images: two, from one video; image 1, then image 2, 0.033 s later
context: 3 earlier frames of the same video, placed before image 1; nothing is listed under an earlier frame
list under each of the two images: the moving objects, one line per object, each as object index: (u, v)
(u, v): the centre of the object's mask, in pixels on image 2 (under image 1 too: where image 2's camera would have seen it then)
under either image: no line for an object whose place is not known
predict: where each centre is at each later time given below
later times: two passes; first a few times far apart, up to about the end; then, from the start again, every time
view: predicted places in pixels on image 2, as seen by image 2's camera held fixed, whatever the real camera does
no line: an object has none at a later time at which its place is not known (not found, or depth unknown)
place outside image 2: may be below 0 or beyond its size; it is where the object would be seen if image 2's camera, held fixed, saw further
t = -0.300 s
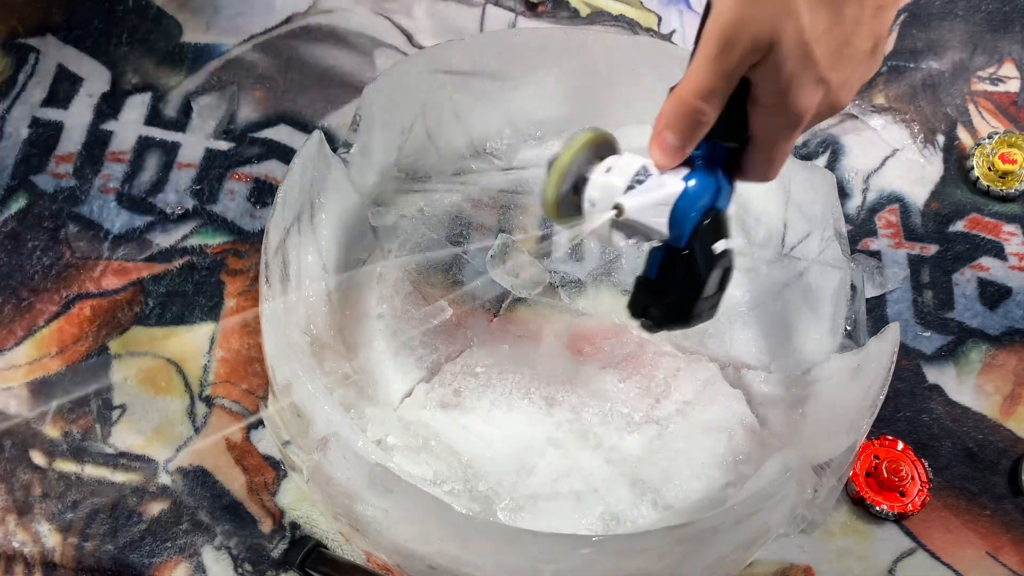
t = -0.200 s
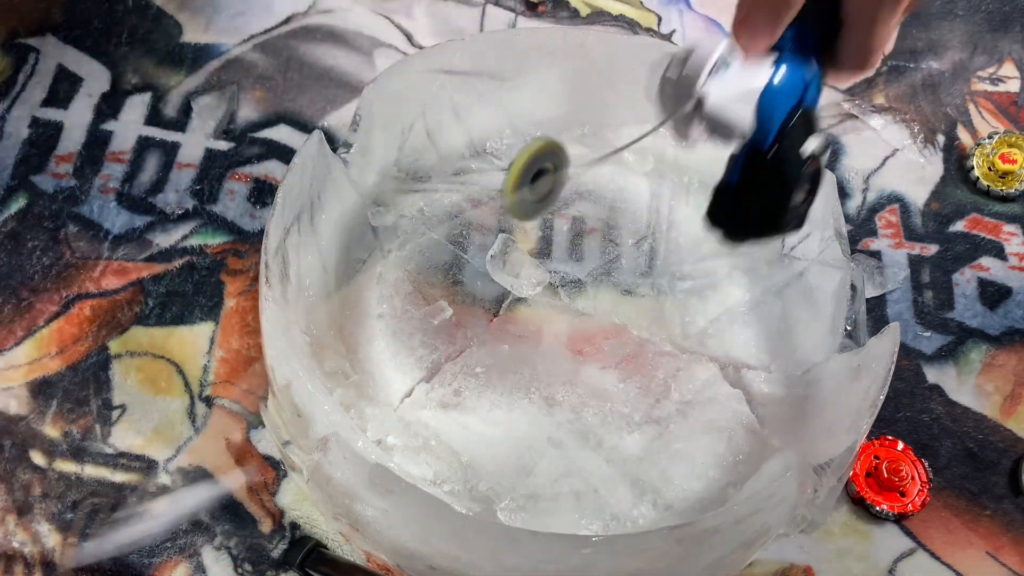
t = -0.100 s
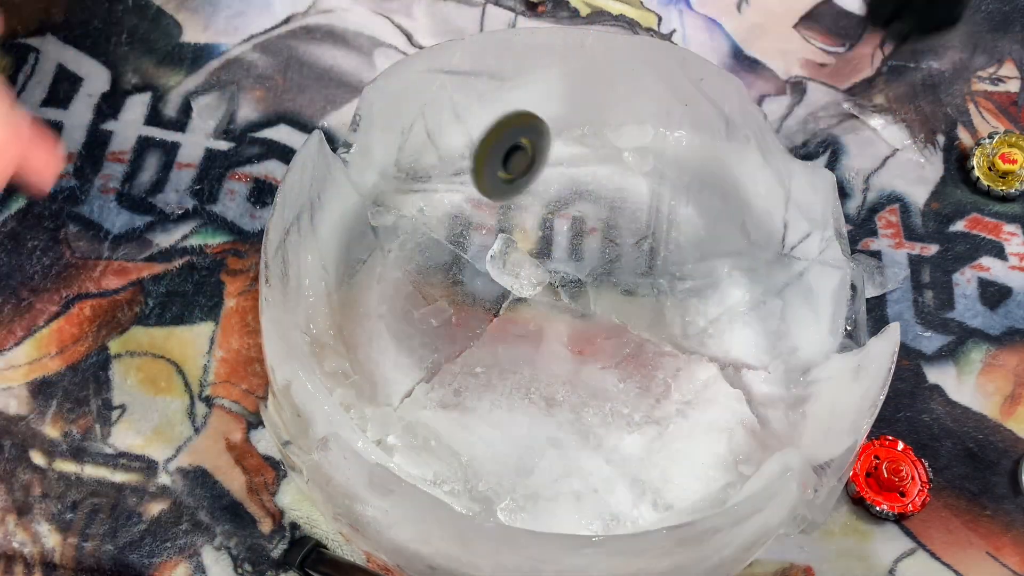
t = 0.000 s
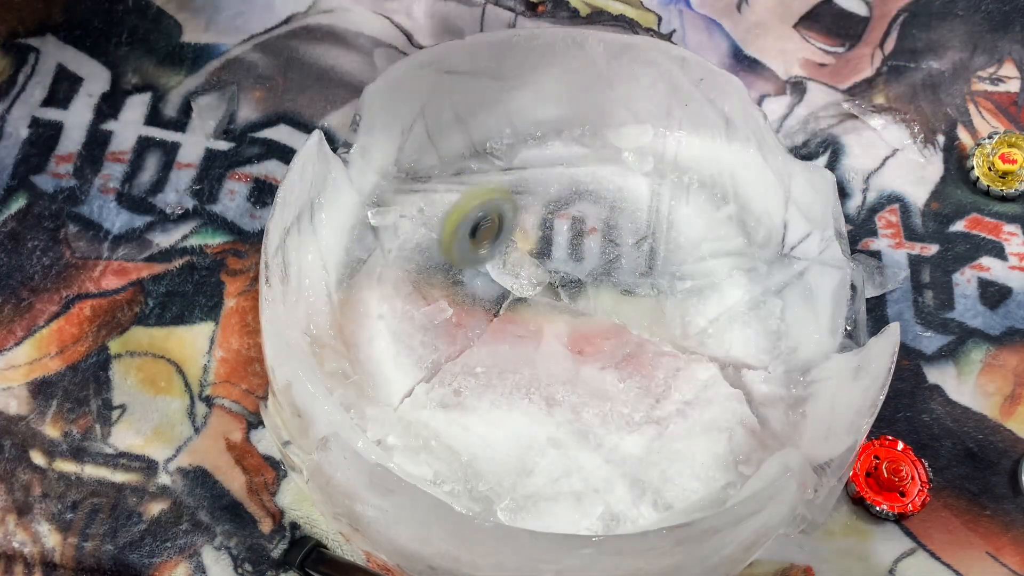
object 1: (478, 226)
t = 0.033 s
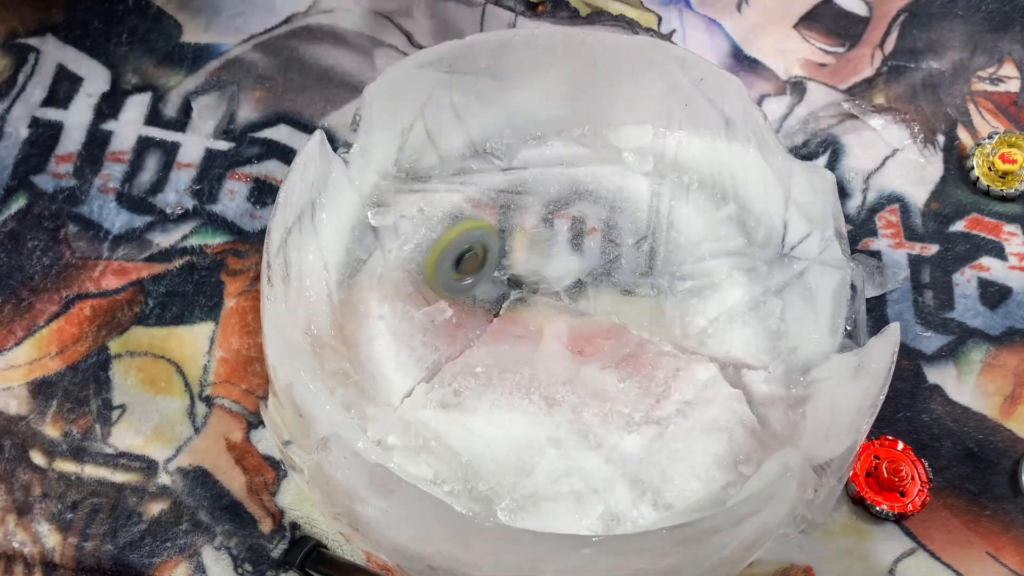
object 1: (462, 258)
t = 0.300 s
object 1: (403, 332)
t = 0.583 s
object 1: (506, 260)
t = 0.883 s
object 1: (531, 254)
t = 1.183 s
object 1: (533, 252)
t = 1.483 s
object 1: (533, 252)
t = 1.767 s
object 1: (542, 245)
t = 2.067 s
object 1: (535, 250)
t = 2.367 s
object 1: (537, 249)
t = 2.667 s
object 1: (527, 244)
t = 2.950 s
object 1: (516, 243)
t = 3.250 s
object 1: (518, 248)
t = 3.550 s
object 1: (538, 272)
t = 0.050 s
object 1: (454, 263)
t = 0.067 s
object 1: (446, 268)
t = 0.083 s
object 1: (436, 275)
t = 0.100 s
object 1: (428, 281)
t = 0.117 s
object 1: (421, 286)
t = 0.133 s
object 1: (414, 291)
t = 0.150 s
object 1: (407, 299)
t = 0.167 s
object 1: (403, 303)
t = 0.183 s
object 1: (402, 303)
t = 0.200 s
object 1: (400, 306)
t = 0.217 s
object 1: (400, 312)
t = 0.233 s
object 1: (400, 320)
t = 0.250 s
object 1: (400, 329)
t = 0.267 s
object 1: (400, 330)
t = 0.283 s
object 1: (401, 332)
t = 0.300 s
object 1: (403, 332)
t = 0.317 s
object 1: (405, 333)
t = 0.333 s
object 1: (408, 333)
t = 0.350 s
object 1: (411, 331)
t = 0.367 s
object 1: (415, 329)
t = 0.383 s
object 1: (421, 323)
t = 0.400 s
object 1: (426, 320)
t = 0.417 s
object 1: (431, 318)
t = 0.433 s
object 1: (438, 311)
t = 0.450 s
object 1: (445, 302)
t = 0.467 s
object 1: (452, 298)
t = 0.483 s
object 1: (460, 295)
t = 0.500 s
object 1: (467, 292)
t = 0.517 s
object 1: (475, 284)
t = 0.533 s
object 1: (482, 279)
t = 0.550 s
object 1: (489, 273)
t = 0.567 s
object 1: (498, 266)
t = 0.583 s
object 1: (506, 260)
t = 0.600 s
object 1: (514, 257)
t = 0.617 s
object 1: (523, 252)
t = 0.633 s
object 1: (532, 251)
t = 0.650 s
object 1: (535, 253)
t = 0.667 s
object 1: (537, 256)
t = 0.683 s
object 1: (537, 256)
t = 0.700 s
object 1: (536, 257)
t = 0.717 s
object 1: (535, 256)
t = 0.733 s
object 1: (534, 255)
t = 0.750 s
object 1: (531, 253)
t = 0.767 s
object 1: (528, 252)
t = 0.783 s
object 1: (526, 251)
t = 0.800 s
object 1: (527, 251)
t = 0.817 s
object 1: (528, 252)
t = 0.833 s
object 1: (531, 251)
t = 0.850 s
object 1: (532, 252)
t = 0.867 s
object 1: (531, 254)
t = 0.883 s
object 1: (531, 254)
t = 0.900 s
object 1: (531, 254)
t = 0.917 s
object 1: (531, 253)
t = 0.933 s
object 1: (531, 253)
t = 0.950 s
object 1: (532, 253)
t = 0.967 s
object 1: (531, 253)
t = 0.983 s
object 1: (531, 253)
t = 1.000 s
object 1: (534, 251)
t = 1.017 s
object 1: (536, 251)
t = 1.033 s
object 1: (536, 252)
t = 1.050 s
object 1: (533, 253)
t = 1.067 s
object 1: (531, 252)
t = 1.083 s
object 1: (529, 251)
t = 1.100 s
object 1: (530, 251)
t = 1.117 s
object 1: (532, 253)
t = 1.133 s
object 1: (532, 253)
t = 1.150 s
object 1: (532, 253)
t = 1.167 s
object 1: (532, 252)
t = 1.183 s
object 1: (533, 252)
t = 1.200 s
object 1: (533, 253)
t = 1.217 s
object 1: (532, 253)
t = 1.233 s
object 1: (533, 253)
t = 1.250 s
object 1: (533, 252)
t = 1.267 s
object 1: (532, 252)
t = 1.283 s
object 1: (532, 252)
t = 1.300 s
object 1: (532, 253)
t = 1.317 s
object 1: (533, 252)
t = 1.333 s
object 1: (533, 252)
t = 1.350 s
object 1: (533, 252)
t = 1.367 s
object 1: (533, 252)
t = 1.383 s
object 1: (533, 253)
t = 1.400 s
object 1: (533, 252)
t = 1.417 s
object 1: (533, 252)
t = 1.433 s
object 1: (533, 252)
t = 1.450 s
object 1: (533, 252)
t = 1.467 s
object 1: (533, 252)
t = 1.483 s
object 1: (533, 252)
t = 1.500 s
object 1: (533, 252)
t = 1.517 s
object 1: (534, 251)
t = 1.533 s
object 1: (533, 252)
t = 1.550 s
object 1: (533, 252)
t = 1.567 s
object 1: (533, 252)
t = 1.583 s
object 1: (533, 252)
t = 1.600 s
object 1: (533, 252)
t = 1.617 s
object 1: (533, 252)
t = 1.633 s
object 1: (533, 252)
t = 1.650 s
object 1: (538, 248)
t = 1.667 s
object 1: (542, 246)
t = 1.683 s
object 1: (542, 245)
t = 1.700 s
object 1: (542, 246)
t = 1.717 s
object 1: (542, 246)
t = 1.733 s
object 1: (542, 245)
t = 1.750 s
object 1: (542, 245)
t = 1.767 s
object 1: (542, 245)
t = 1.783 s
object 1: (542, 245)
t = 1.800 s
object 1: (542, 245)
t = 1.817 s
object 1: (541, 245)
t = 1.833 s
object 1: (541, 244)
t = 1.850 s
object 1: (541, 244)
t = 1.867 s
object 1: (542, 245)
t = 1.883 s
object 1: (541, 246)
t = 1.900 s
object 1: (540, 245)
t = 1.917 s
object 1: (541, 245)
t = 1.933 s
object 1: (542, 245)
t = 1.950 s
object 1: (542, 245)
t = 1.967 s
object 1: (543, 246)
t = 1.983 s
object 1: (540, 247)
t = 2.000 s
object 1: (535, 247)
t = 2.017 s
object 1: (533, 247)
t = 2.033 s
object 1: (533, 247)
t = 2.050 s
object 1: (534, 249)
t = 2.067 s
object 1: (535, 250)
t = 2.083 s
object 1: (536, 250)
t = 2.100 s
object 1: (535, 250)
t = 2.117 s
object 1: (533, 251)
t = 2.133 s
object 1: (532, 251)
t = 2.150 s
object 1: (533, 251)
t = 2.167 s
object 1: (534, 251)
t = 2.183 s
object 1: (535, 250)
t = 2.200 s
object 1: (535, 250)
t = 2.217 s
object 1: (535, 251)
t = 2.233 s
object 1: (534, 251)
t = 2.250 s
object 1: (533, 252)
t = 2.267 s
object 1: (534, 249)
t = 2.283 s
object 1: (535, 247)
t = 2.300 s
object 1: (536, 245)
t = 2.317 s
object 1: (537, 245)
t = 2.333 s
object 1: (538, 246)
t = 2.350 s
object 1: (538, 248)
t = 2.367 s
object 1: (537, 249)
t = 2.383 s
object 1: (535, 249)
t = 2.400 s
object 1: (533, 250)
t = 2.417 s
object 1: (533, 250)
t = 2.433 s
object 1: (535, 248)
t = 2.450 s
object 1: (538, 247)
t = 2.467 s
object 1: (541, 246)
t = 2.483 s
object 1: (542, 246)
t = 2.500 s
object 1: (541, 246)
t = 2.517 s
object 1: (539, 247)
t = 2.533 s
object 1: (537, 248)
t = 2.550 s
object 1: (535, 250)
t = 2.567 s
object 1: (532, 252)
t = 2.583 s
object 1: (529, 251)
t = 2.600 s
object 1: (528, 248)
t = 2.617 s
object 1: (527, 246)
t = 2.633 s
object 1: (527, 244)
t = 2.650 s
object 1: (527, 244)
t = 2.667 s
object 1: (527, 244)
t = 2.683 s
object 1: (528, 246)
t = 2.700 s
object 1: (528, 248)
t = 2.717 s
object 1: (530, 252)
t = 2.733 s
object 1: (531, 251)
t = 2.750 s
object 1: (532, 248)
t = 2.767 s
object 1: (534, 246)
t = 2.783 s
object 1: (535, 246)
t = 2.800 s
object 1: (536, 247)
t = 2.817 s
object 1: (537, 249)
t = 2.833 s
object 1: (535, 250)
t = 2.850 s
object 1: (533, 253)
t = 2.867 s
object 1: (529, 250)
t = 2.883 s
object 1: (526, 248)
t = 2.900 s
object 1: (522, 245)
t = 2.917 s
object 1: (520, 244)
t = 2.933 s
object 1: (518, 243)
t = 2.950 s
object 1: (516, 243)
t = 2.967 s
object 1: (516, 244)
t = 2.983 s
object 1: (516, 245)
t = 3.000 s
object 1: (516, 246)
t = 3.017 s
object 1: (517, 248)
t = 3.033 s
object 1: (520, 251)
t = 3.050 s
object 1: (521, 251)
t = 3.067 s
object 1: (523, 248)
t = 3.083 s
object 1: (524, 247)
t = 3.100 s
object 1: (525, 246)
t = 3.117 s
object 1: (527, 245)
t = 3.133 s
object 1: (529, 245)
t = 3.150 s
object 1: (529, 245)
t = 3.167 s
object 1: (526, 247)
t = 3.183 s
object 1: (524, 250)
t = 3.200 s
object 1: (522, 253)
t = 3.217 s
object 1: (521, 254)
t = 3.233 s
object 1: (520, 255)
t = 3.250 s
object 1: (518, 248)
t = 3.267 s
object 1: (517, 243)
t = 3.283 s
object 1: (515, 240)
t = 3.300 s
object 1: (515, 239)
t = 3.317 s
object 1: (514, 237)
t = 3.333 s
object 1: (516, 236)
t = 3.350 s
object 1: (517, 237)
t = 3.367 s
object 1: (518, 238)
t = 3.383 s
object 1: (520, 241)
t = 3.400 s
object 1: (523, 244)
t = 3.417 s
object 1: (525, 248)
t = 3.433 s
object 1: (528, 252)
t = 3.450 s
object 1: (531, 258)
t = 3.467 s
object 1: (533, 261)
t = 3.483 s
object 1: (535, 264)
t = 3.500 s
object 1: (537, 266)
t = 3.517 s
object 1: (538, 269)
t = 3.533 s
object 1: (538, 271)
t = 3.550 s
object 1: (538, 272)
